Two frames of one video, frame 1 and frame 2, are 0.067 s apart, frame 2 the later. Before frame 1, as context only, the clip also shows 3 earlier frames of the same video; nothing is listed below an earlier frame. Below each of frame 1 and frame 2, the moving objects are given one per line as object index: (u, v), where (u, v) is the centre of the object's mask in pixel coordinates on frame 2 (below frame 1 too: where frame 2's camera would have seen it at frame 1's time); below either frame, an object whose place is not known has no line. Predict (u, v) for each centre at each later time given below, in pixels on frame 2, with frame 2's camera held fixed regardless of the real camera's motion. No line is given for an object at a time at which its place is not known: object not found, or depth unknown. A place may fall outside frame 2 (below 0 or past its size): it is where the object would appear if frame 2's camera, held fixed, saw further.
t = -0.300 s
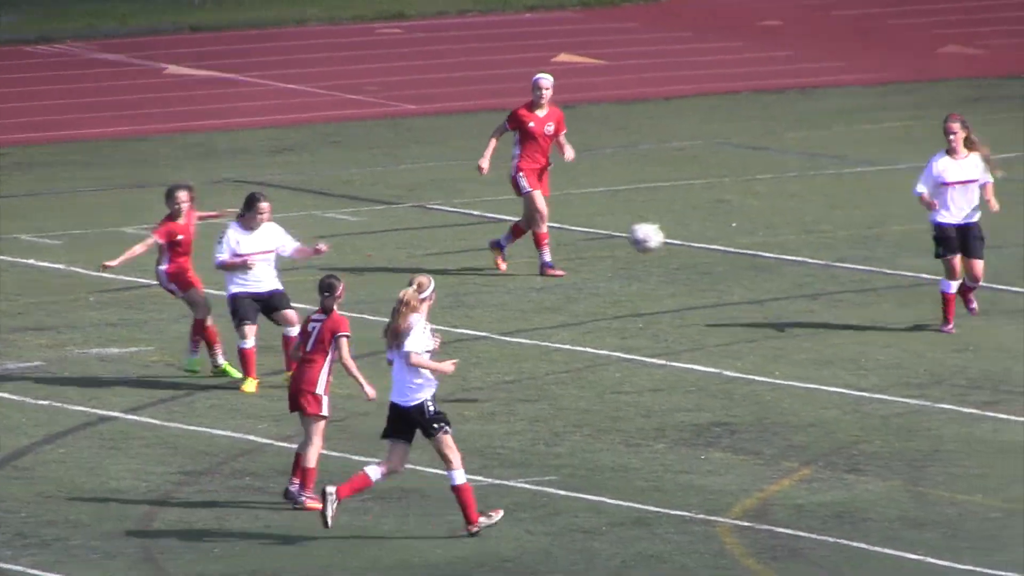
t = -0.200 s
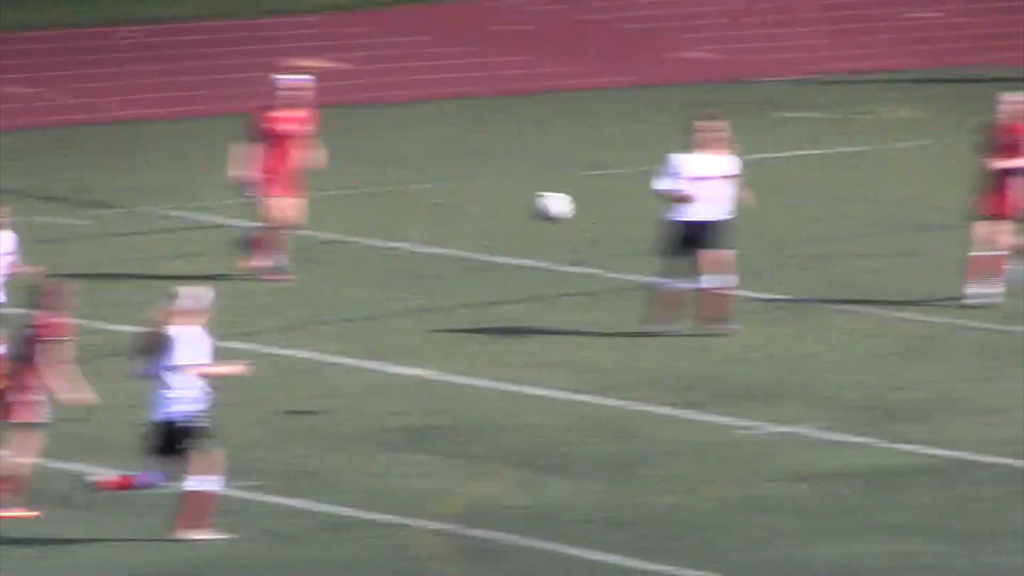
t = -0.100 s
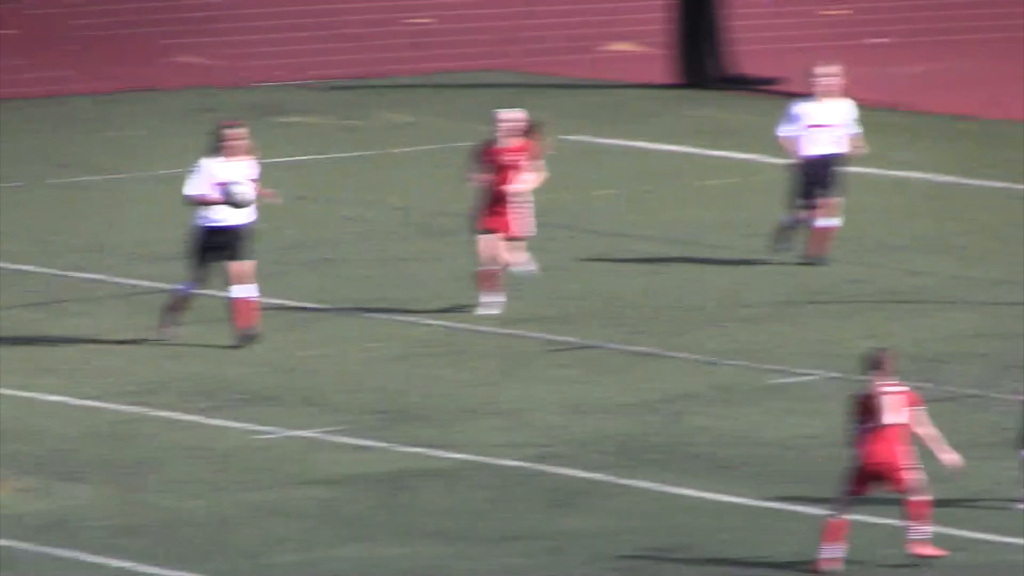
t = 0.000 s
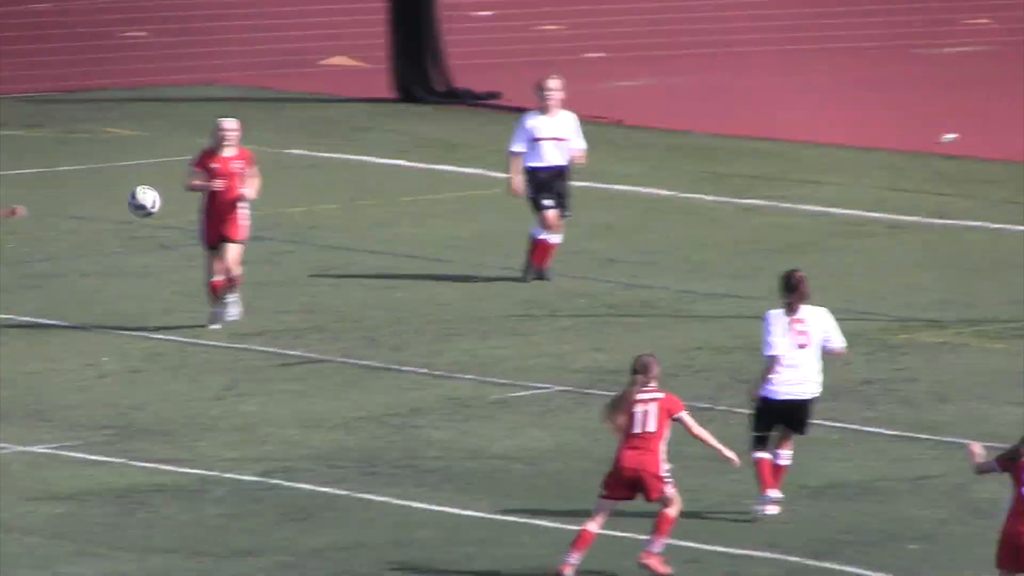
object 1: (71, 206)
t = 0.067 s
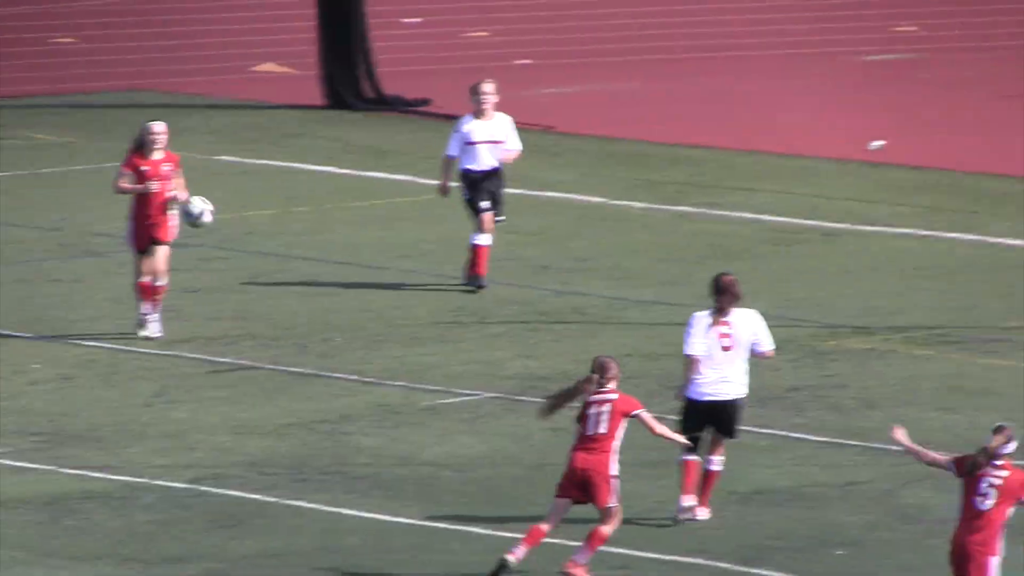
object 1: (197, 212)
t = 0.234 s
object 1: (501, 249)
